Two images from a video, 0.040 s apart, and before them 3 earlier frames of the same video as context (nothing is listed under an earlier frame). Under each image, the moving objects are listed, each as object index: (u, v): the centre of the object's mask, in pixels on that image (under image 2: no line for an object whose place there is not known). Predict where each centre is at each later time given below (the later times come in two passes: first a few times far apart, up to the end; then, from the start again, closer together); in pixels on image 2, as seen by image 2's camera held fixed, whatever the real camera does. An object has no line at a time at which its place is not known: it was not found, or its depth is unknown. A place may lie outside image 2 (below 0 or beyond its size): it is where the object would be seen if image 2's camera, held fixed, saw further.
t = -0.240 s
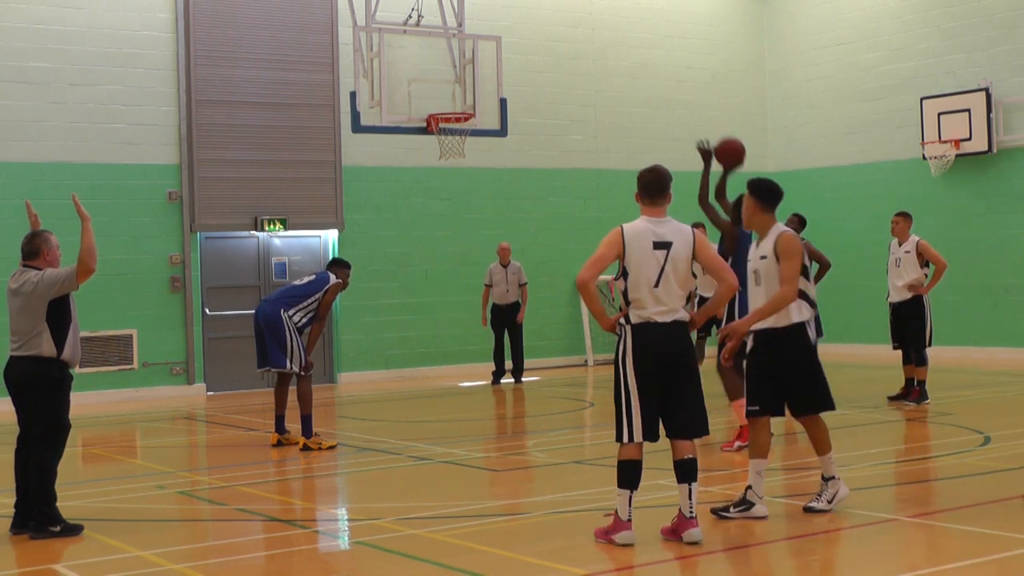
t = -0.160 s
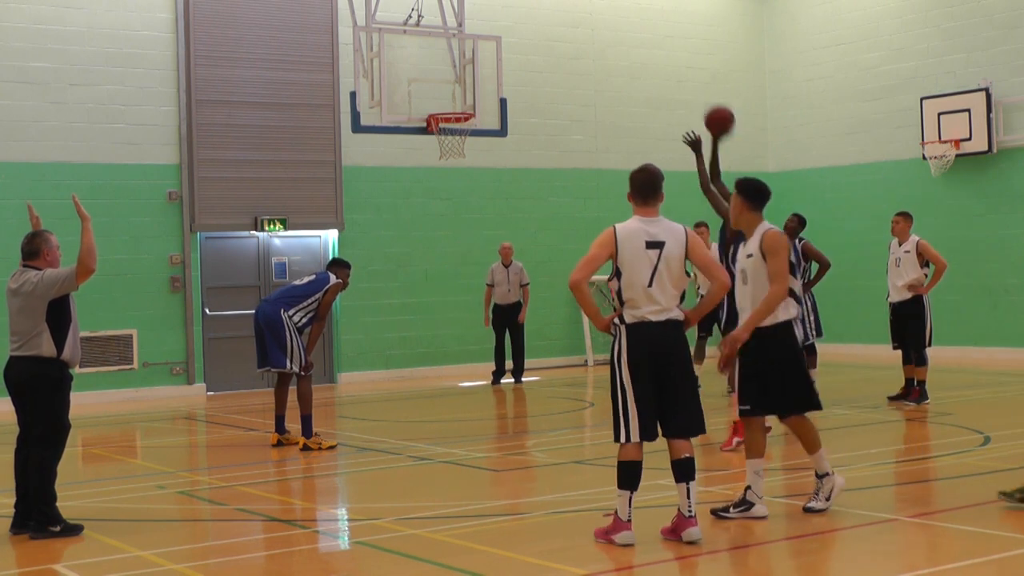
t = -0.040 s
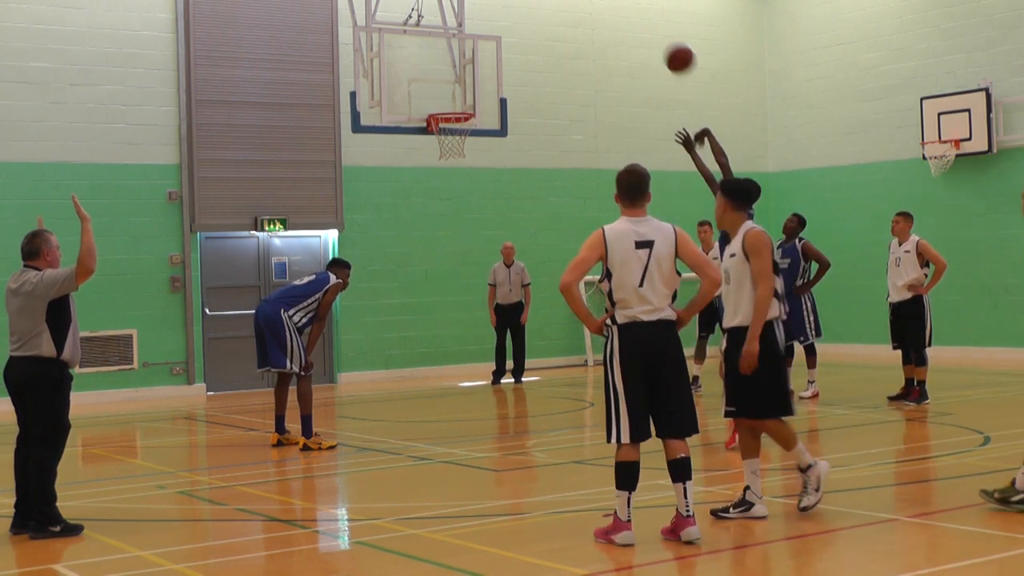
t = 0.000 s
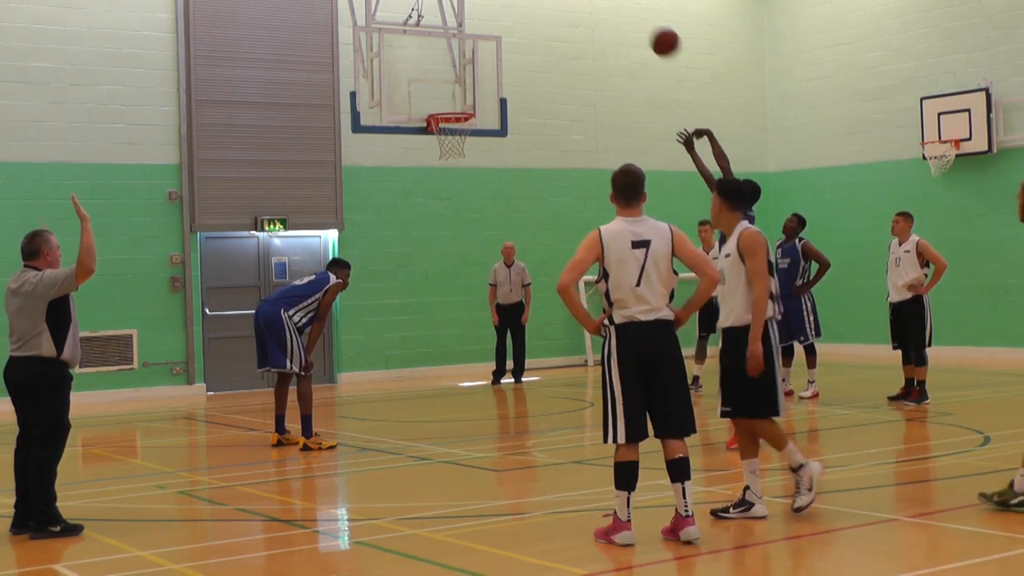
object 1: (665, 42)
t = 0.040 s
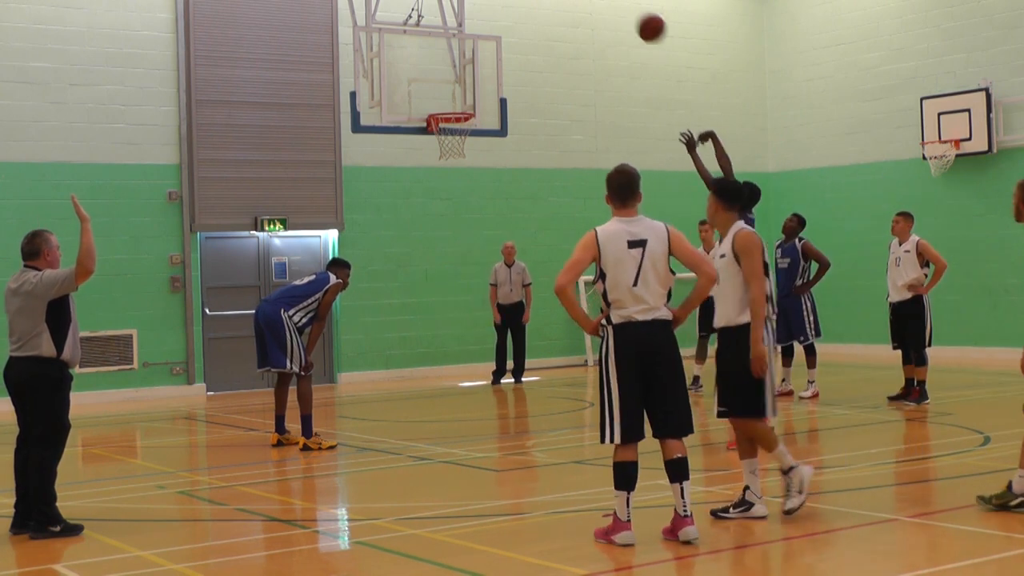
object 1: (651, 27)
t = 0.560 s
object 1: (505, 12)
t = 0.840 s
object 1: (447, 106)
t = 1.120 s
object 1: (484, 85)
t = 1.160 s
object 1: (490, 86)
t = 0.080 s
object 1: (637, 15)
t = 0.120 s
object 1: (624, 9)
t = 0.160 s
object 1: (611, 5)
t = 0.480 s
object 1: (524, 4)
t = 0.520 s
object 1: (515, 7)
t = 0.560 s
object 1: (505, 12)
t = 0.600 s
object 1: (496, 21)
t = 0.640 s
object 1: (488, 33)
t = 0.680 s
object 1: (479, 45)
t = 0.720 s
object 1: (471, 59)
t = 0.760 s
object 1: (463, 73)
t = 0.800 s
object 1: (455, 89)
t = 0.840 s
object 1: (447, 106)
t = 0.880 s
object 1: (450, 105)
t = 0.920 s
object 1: (457, 101)
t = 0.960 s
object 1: (462, 95)
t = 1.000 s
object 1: (468, 90)
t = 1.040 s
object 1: (473, 87)
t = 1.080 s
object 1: (478, 85)
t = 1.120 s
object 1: (484, 85)
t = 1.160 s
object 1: (490, 86)
